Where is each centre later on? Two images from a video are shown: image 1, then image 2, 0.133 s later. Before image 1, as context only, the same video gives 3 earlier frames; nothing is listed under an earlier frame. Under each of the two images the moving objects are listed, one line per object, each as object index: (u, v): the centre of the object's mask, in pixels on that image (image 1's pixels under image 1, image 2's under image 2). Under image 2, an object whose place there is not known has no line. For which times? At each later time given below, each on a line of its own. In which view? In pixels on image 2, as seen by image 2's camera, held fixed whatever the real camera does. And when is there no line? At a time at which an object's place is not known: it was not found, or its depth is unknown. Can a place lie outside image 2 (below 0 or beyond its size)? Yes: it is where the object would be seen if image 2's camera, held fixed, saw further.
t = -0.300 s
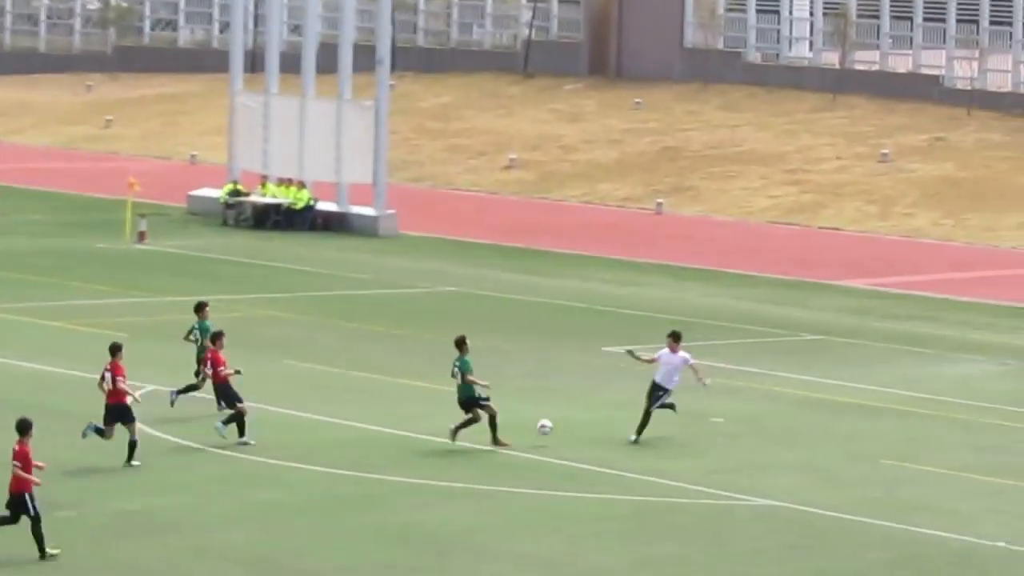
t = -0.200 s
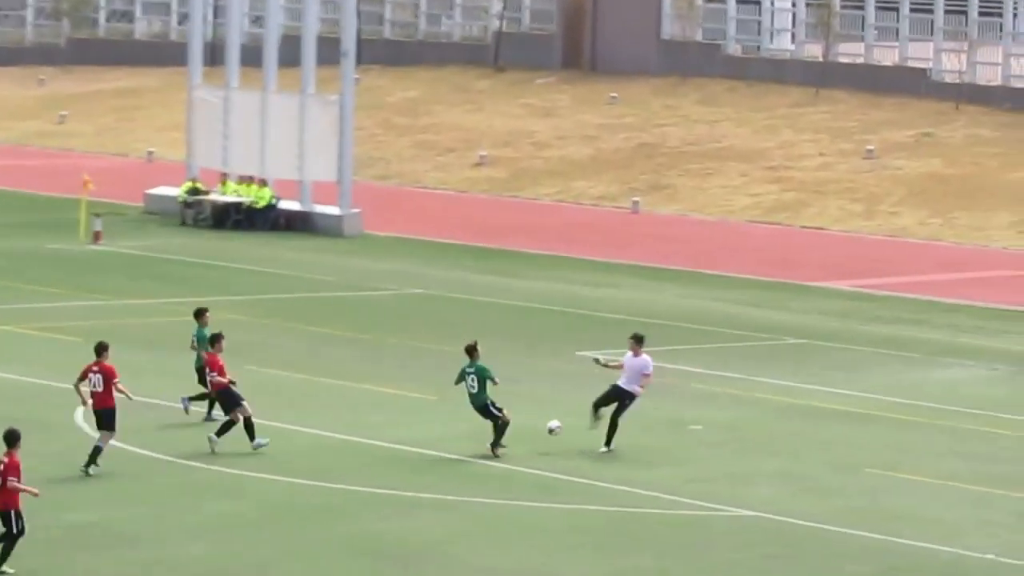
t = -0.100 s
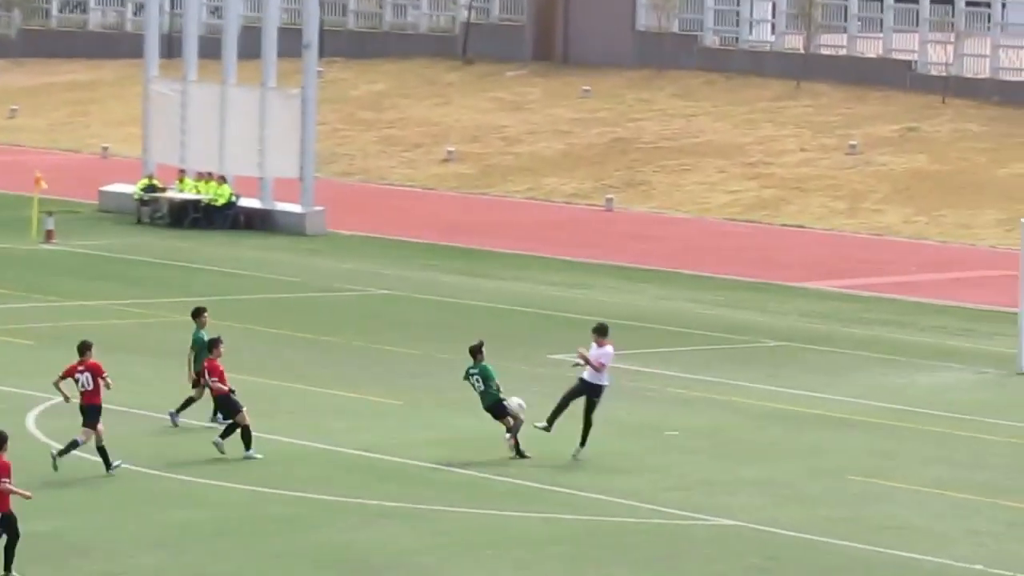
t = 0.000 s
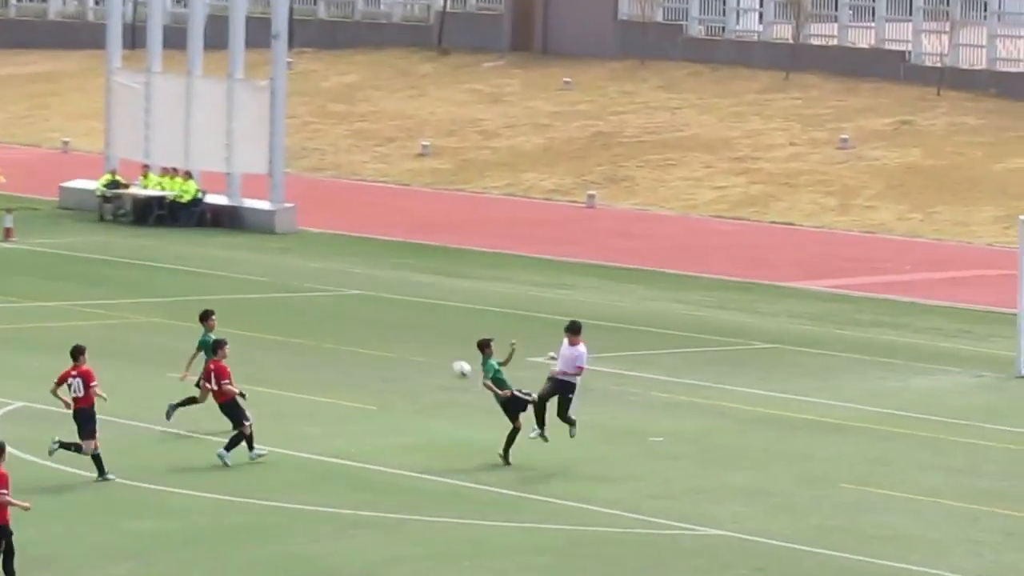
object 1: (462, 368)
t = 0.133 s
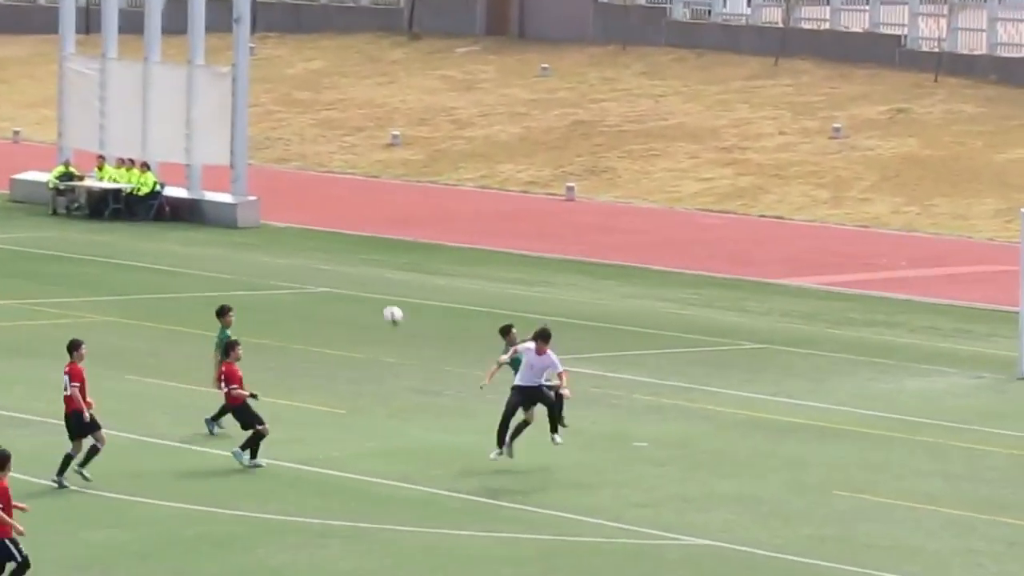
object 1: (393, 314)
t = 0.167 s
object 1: (383, 302)
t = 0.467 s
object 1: (305, 196)
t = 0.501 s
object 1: (300, 186)
